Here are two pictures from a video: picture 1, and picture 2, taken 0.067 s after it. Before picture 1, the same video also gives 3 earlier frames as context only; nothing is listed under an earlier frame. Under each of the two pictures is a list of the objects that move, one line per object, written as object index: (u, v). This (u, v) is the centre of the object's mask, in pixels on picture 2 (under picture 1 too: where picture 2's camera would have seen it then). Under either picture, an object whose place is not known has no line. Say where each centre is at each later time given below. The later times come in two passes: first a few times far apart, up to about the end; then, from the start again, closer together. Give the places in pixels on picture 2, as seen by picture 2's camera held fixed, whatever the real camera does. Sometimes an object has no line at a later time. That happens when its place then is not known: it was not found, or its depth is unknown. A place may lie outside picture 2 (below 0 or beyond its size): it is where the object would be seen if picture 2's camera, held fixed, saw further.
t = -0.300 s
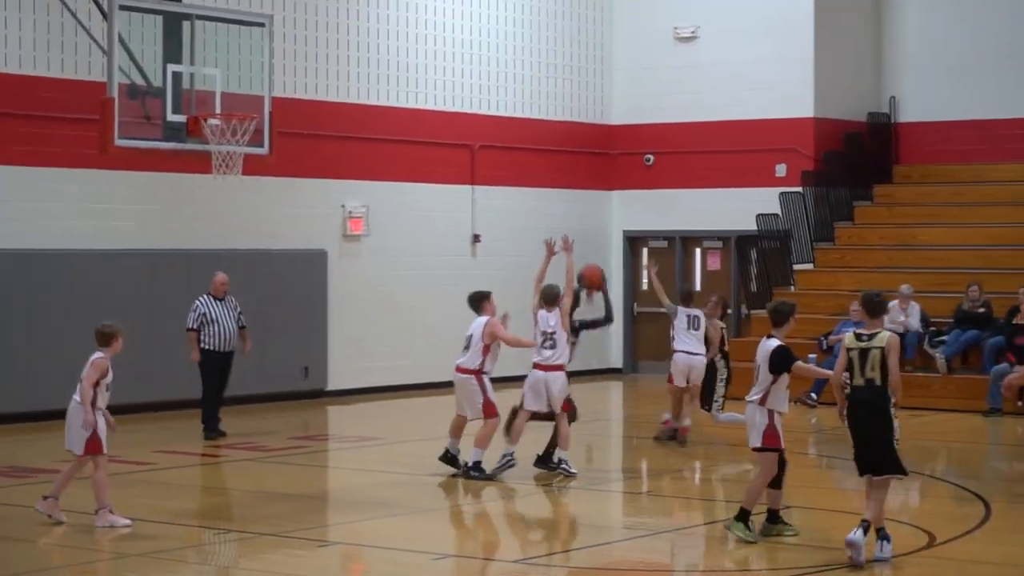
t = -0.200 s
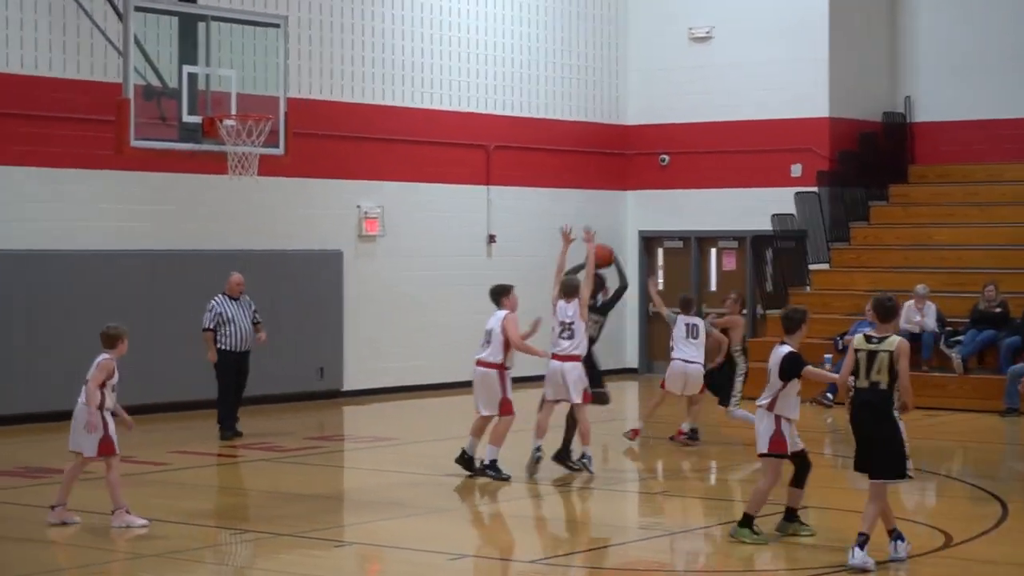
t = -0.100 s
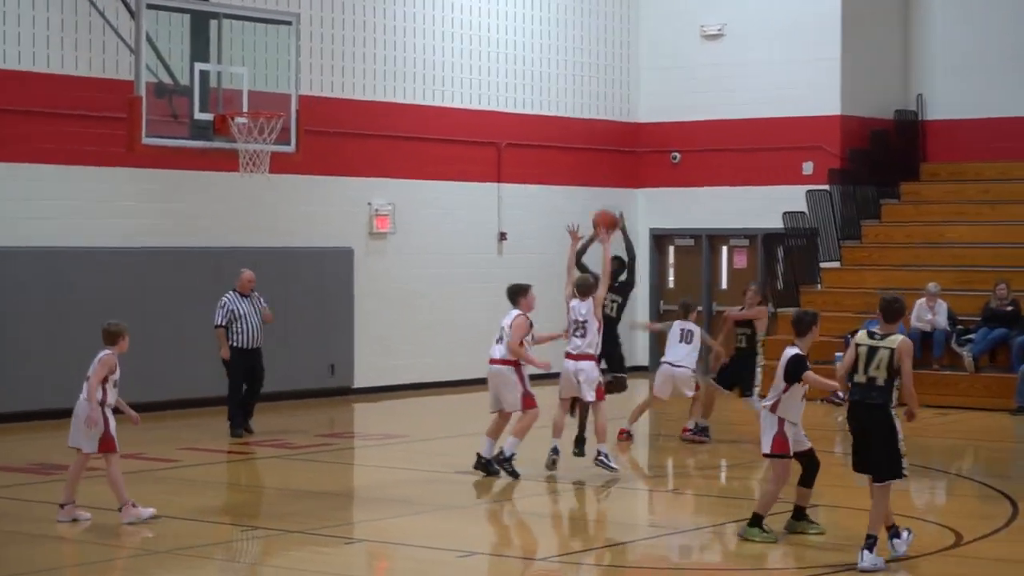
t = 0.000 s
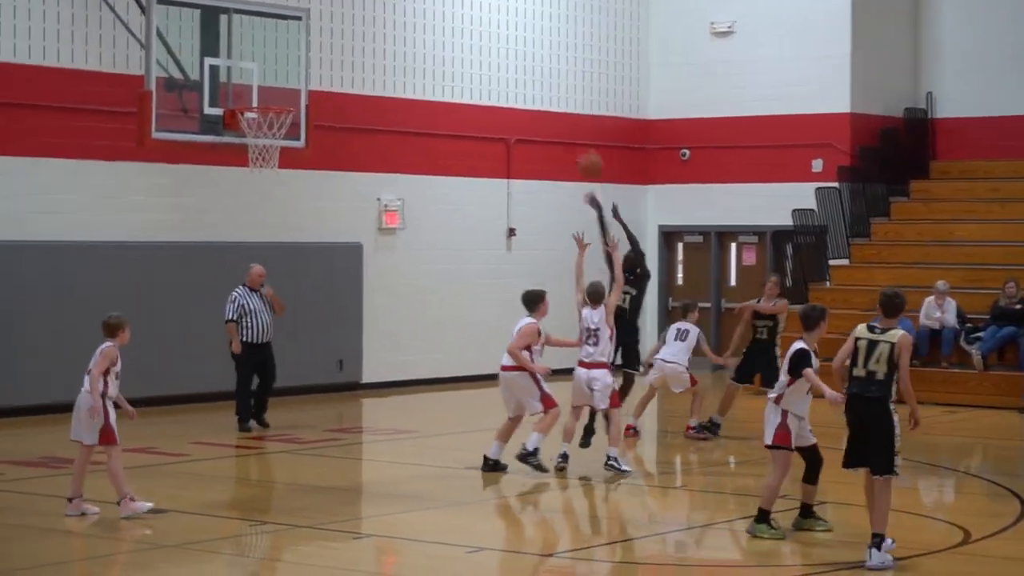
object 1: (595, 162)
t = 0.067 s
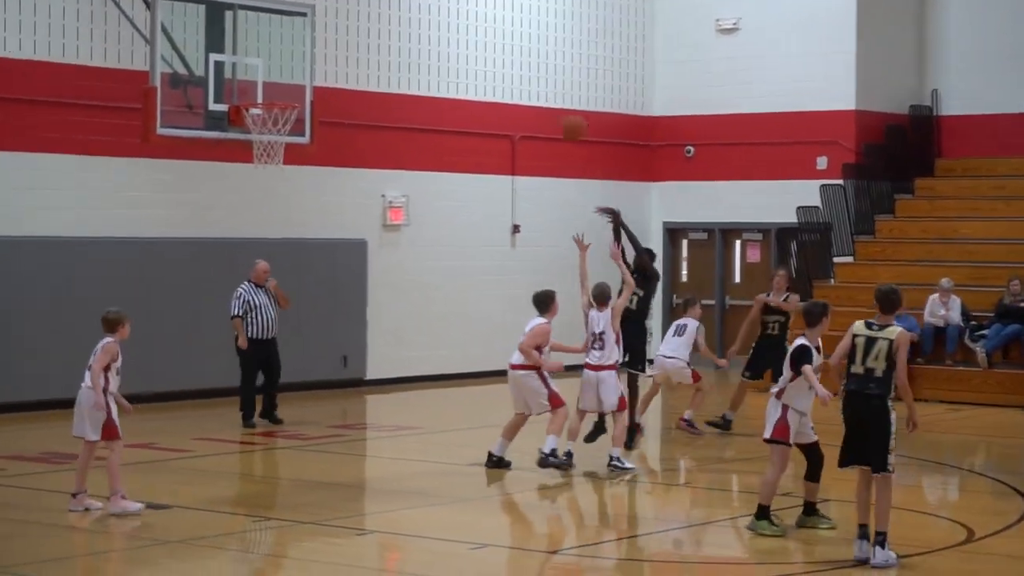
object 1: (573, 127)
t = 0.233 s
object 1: (513, 56)
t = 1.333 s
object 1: (323, 69)
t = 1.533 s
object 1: (356, 126)
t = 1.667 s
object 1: (375, 187)
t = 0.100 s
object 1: (561, 110)
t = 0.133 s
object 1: (549, 94)
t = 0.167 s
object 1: (536, 81)
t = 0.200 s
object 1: (525, 68)
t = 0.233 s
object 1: (513, 56)
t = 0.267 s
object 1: (501, 46)
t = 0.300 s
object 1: (490, 37)
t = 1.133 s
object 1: (290, 56)
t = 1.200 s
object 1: (301, 56)
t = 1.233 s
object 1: (307, 57)
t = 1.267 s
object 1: (312, 60)
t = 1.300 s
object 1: (318, 64)
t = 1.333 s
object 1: (323, 69)
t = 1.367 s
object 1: (329, 75)
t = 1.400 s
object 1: (334, 83)
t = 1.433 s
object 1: (340, 92)
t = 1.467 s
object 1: (345, 102)
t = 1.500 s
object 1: (350, 112)
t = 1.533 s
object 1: (356, 126)
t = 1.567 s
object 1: (360, 139)
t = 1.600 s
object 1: (366, 151)
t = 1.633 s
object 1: (370, 169)
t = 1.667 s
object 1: (375, 187)
